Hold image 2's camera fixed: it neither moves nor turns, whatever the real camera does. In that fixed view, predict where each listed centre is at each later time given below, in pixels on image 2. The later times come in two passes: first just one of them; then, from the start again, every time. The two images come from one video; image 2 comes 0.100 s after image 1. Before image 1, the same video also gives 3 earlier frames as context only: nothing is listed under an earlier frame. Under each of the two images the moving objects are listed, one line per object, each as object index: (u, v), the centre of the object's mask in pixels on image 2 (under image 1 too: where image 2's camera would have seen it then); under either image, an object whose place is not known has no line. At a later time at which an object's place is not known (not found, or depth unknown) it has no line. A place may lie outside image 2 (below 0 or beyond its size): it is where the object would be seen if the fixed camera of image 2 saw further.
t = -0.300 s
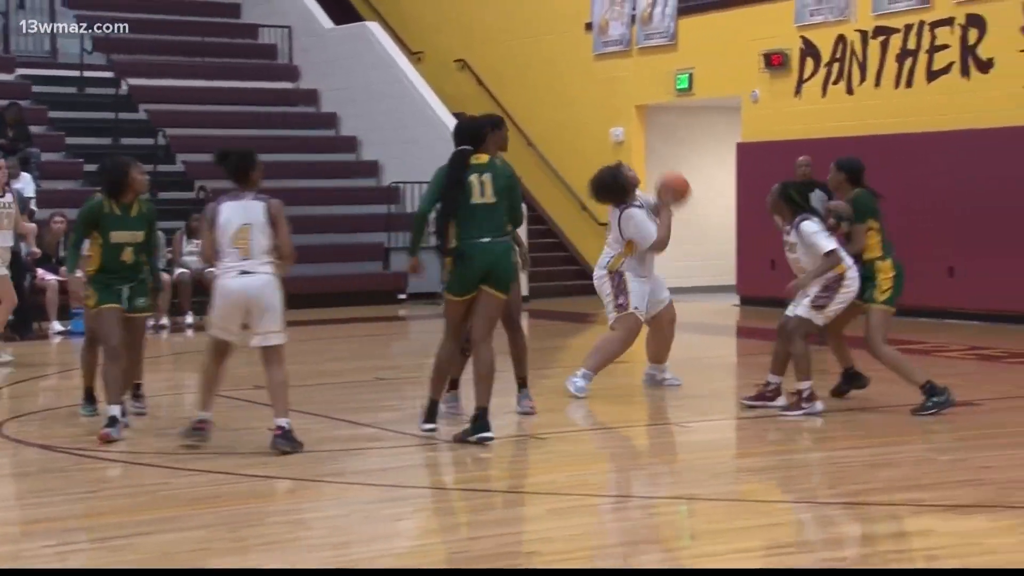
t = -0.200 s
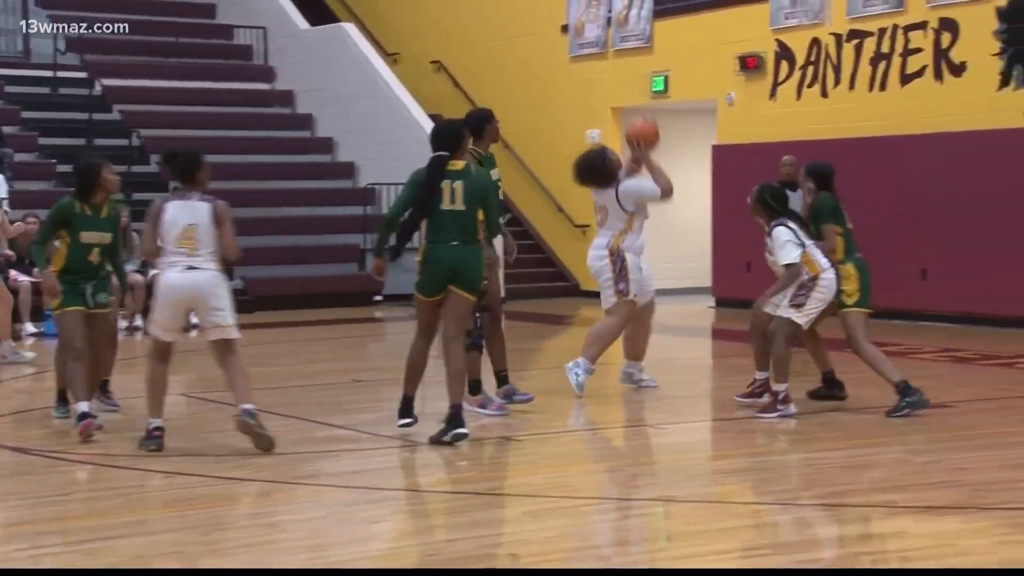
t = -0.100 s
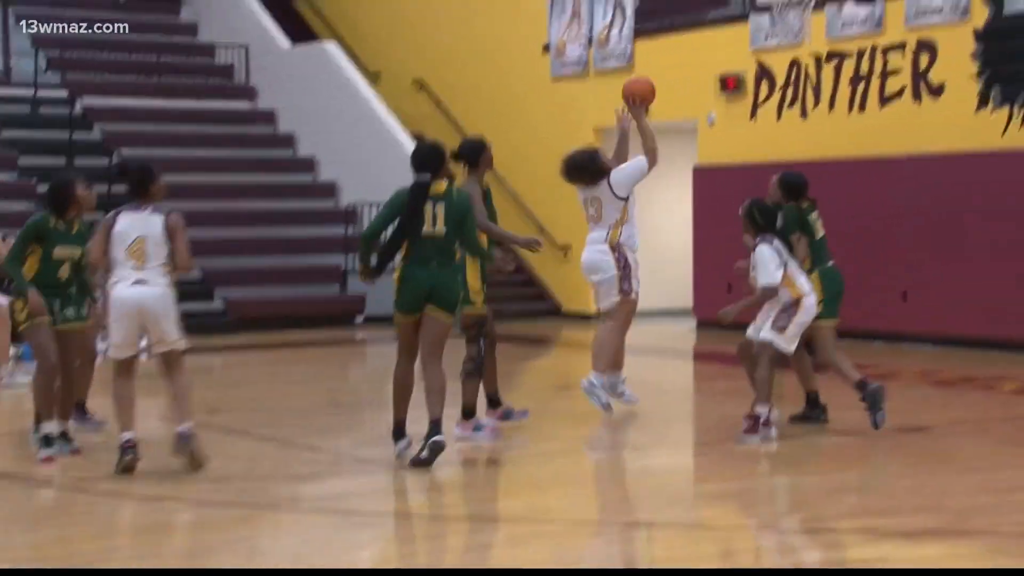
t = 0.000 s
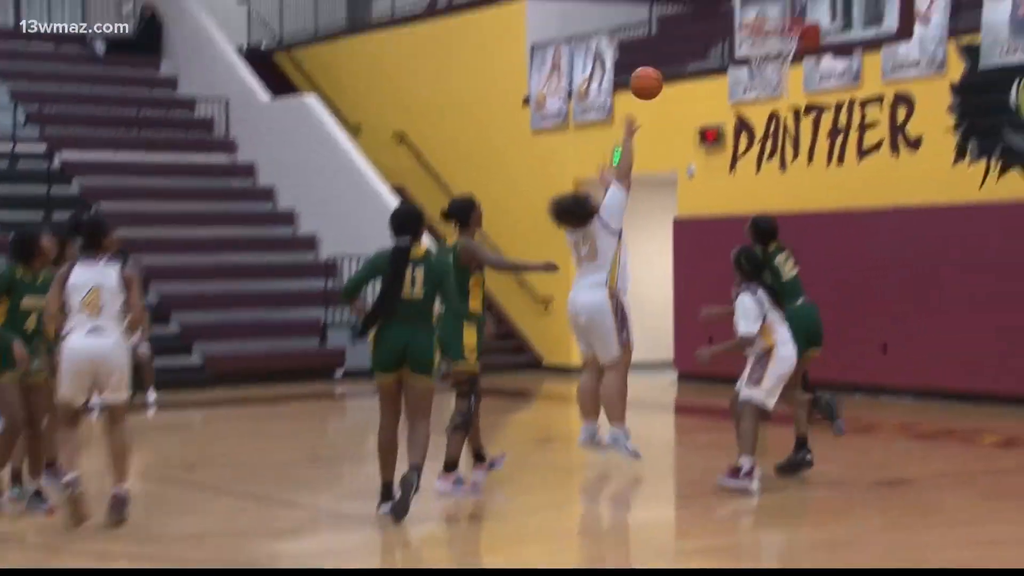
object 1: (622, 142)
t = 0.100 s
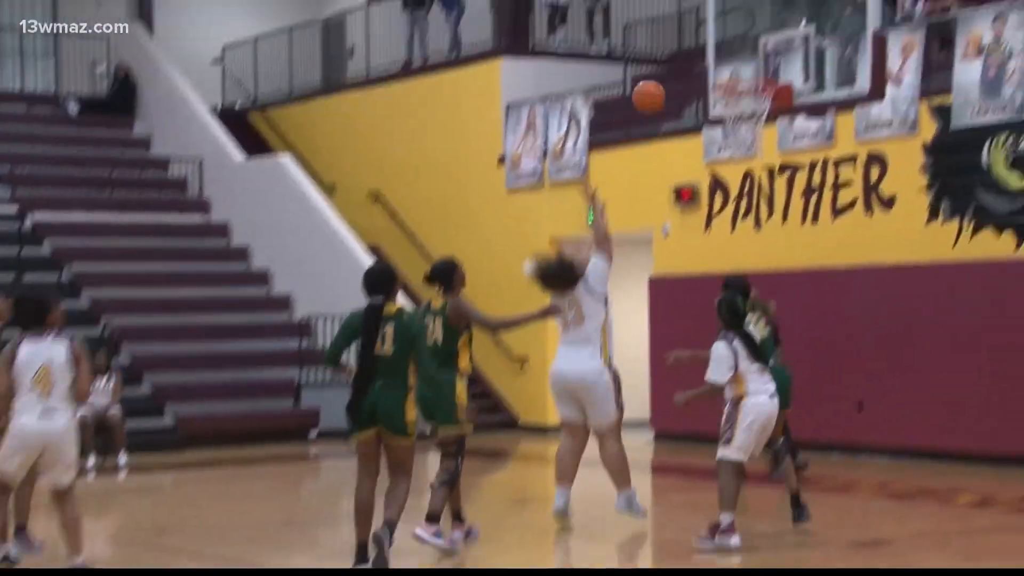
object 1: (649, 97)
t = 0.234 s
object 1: (684, 61)
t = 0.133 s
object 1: (657, 85)
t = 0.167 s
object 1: (667, 75)
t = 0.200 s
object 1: (675, 67)
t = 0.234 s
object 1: (684, 61)
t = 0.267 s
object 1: (692, 56)
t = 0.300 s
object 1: (700, 53)
